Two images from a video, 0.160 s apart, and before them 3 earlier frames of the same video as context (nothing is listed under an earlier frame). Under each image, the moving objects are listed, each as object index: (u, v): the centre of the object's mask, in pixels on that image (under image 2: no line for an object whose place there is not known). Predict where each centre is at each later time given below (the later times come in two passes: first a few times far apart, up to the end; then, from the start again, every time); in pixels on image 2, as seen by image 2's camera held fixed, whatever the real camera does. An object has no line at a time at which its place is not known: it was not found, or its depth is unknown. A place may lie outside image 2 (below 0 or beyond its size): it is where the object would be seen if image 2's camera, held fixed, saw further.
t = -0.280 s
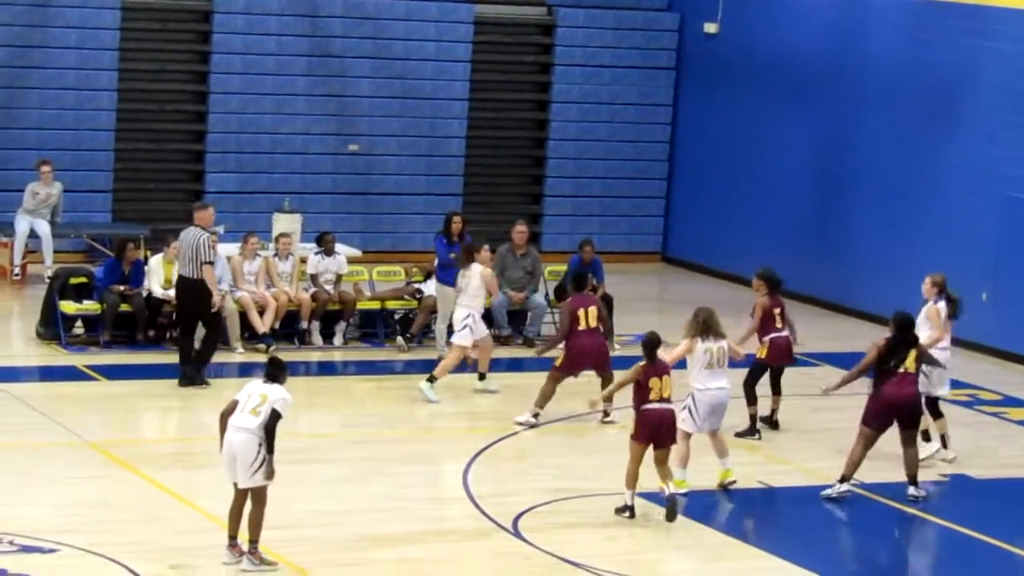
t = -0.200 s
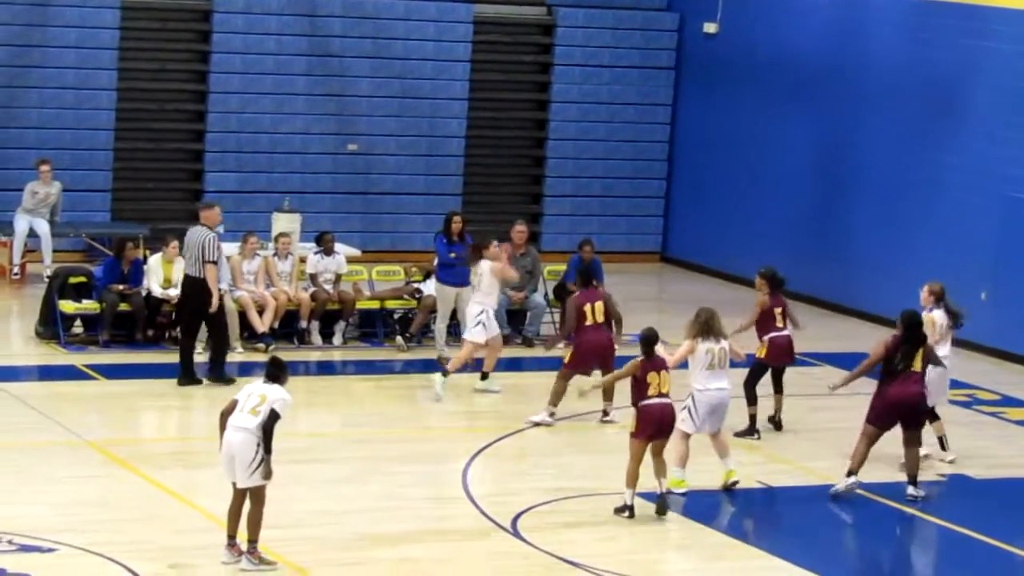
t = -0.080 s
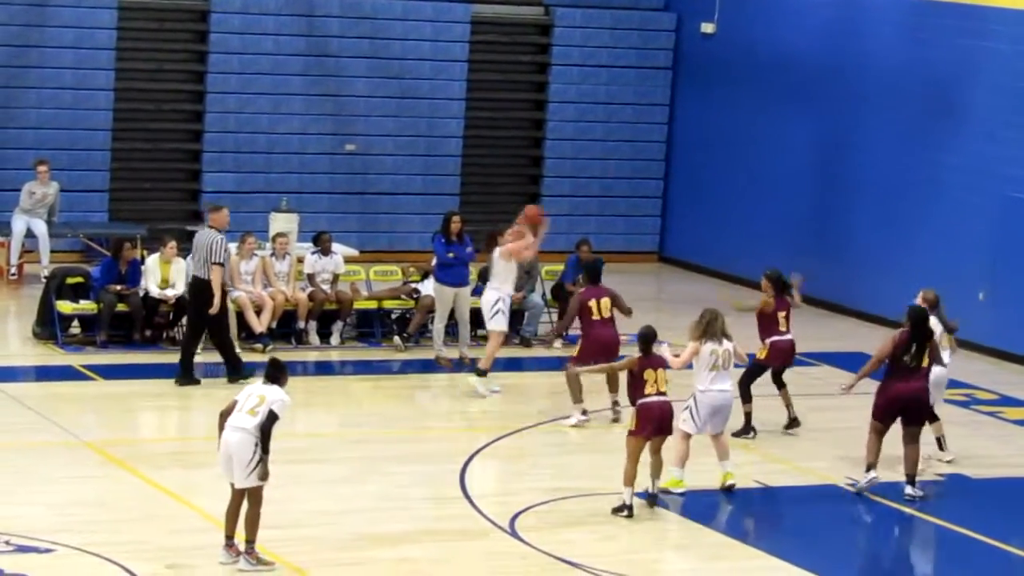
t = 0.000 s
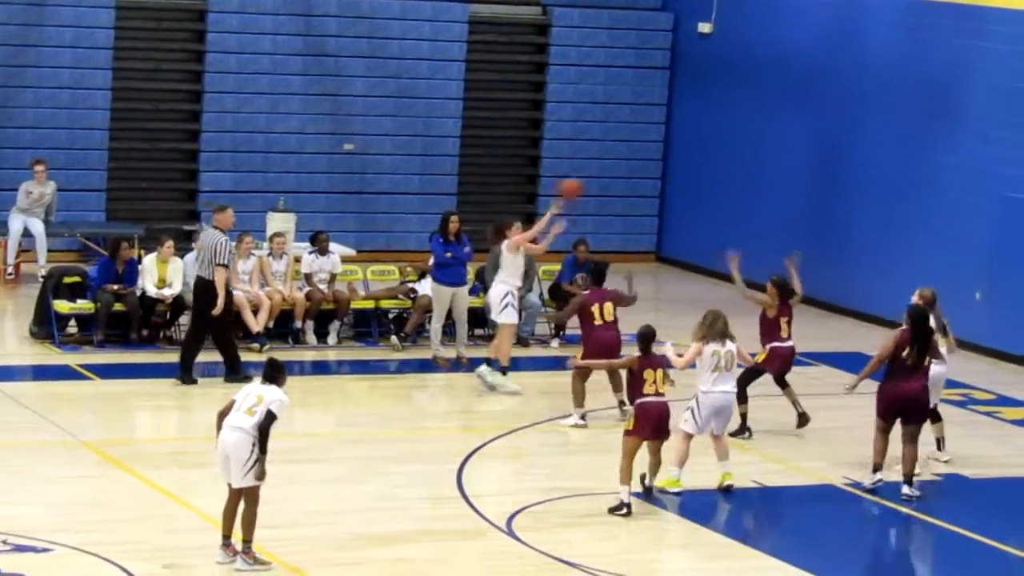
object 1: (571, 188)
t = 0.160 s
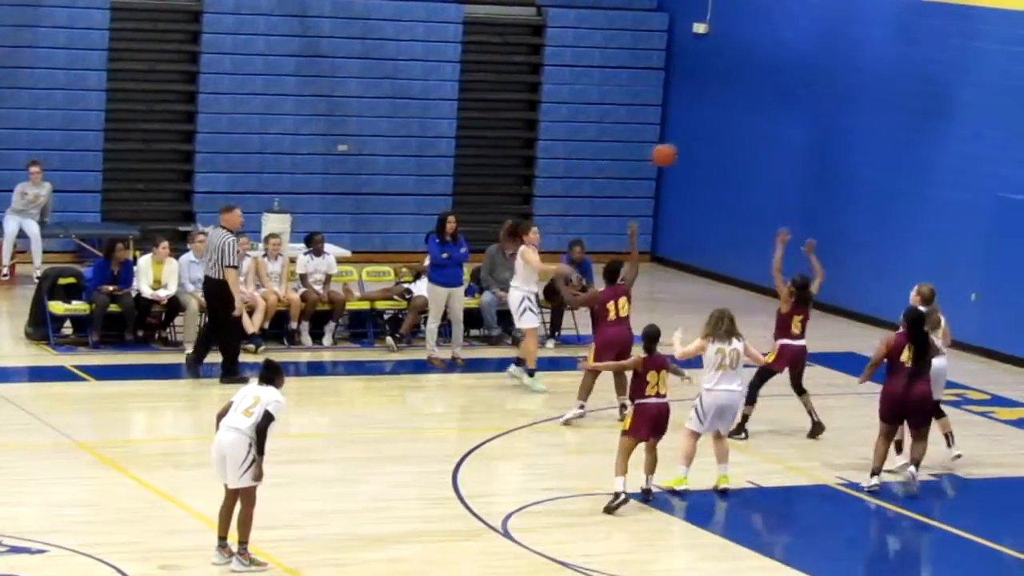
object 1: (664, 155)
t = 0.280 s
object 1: (737, 144)
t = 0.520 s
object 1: (886, 165)
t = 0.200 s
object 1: (688, 150)
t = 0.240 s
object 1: (712, 146)
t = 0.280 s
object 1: (737, 144)
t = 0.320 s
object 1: (762, 143)
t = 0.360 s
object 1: (787, 144)
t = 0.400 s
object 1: (812, 148)
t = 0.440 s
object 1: (837, 152)
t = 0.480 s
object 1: (862, 158)
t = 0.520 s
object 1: (886, 165)
